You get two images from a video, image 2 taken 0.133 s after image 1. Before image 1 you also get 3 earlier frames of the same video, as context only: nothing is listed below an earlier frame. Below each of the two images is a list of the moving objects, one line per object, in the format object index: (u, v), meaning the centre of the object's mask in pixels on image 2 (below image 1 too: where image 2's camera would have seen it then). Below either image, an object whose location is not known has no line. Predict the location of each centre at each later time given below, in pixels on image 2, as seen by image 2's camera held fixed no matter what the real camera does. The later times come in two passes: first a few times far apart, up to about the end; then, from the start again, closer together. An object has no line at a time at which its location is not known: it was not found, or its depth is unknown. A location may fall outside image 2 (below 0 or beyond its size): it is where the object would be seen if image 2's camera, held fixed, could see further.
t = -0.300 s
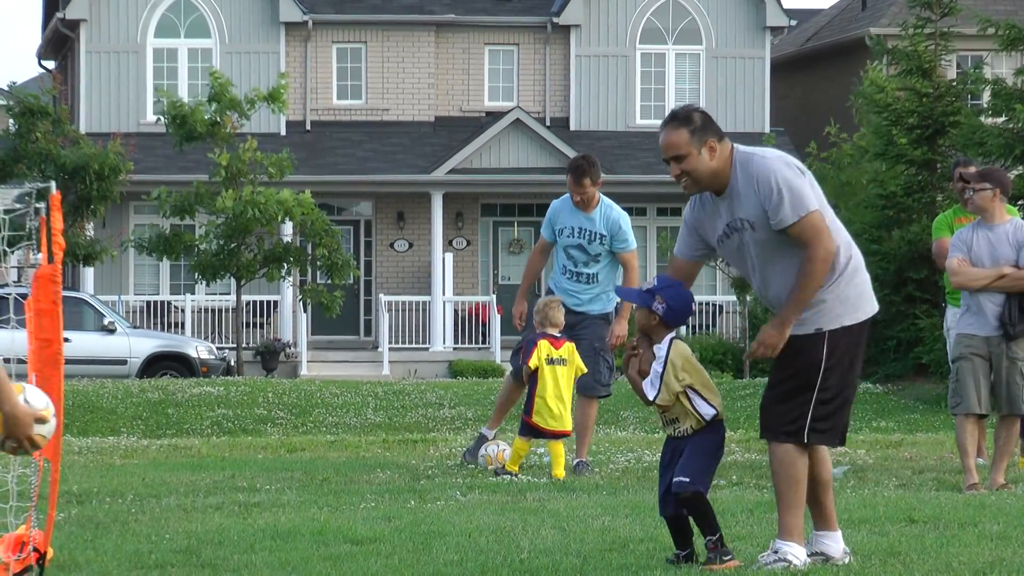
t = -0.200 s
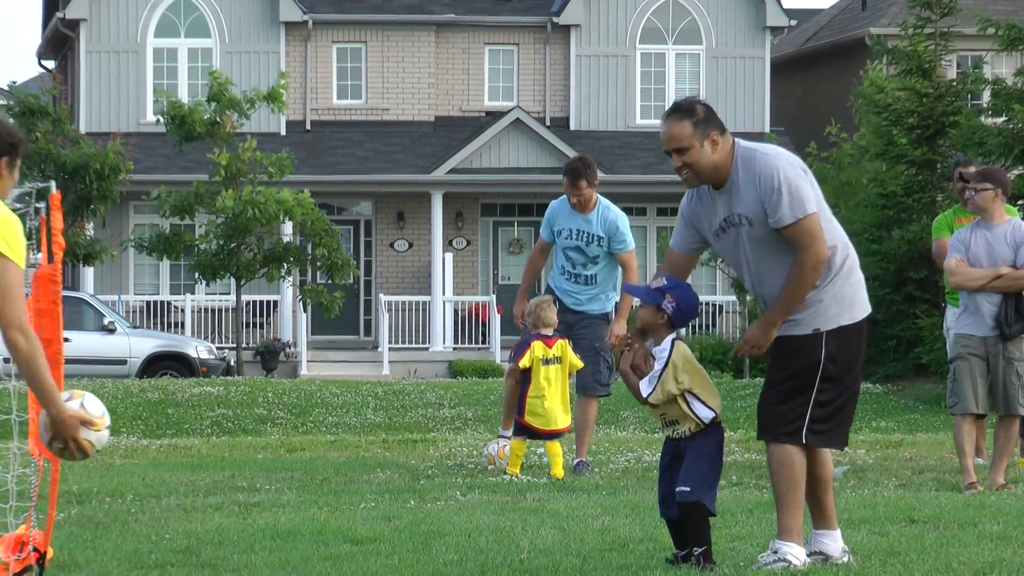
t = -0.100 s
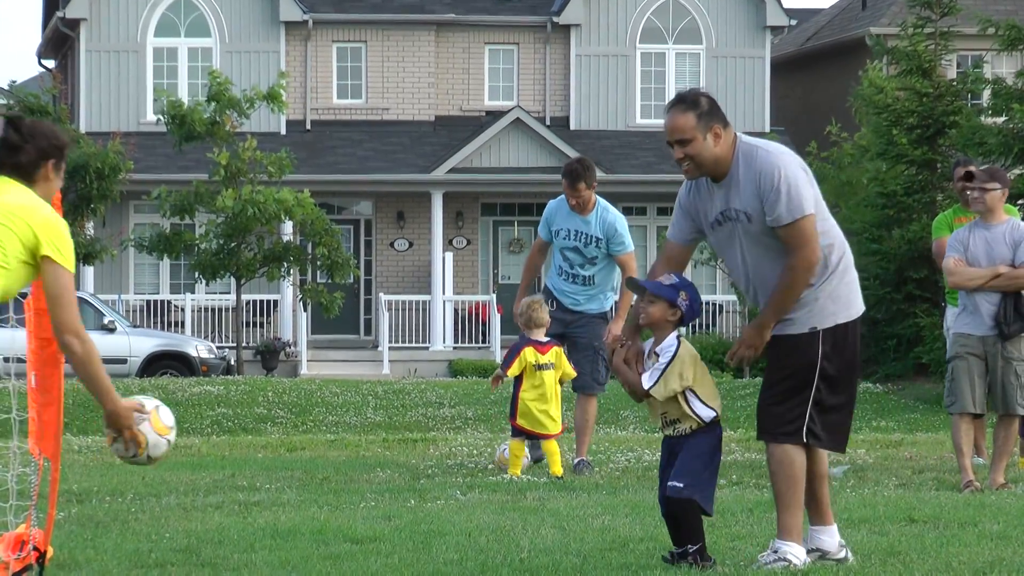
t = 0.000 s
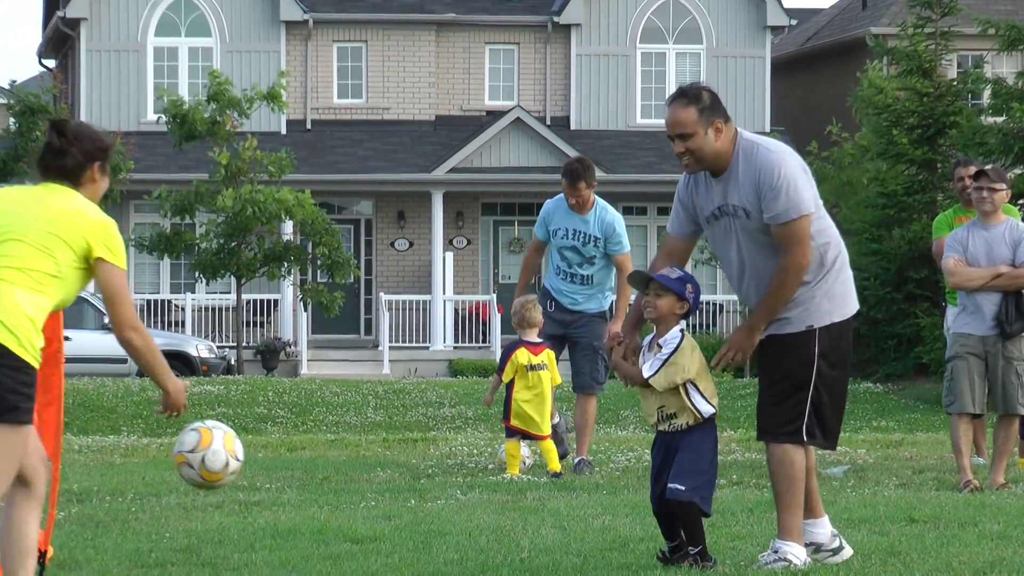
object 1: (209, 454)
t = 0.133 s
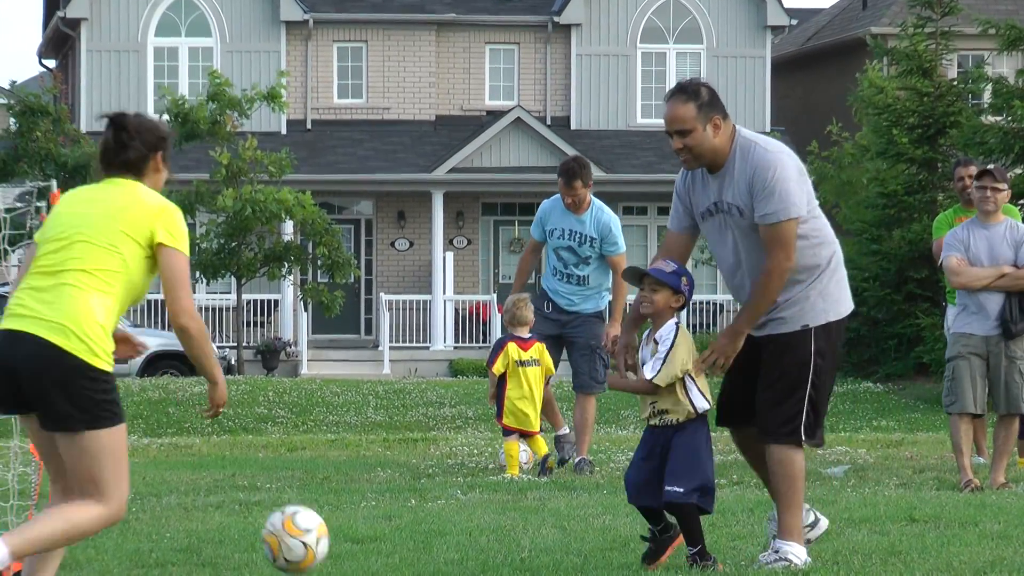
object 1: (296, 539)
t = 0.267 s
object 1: (355, 554)
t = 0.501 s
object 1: (422, 551)
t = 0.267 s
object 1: (355, 554)
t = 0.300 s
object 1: (365, 547)
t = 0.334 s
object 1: (375, 539)
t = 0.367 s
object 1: (384, 534)
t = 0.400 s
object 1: (394, 533)
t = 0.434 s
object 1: (403, 537)
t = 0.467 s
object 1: (412, 543)
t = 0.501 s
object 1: (422, 551)
